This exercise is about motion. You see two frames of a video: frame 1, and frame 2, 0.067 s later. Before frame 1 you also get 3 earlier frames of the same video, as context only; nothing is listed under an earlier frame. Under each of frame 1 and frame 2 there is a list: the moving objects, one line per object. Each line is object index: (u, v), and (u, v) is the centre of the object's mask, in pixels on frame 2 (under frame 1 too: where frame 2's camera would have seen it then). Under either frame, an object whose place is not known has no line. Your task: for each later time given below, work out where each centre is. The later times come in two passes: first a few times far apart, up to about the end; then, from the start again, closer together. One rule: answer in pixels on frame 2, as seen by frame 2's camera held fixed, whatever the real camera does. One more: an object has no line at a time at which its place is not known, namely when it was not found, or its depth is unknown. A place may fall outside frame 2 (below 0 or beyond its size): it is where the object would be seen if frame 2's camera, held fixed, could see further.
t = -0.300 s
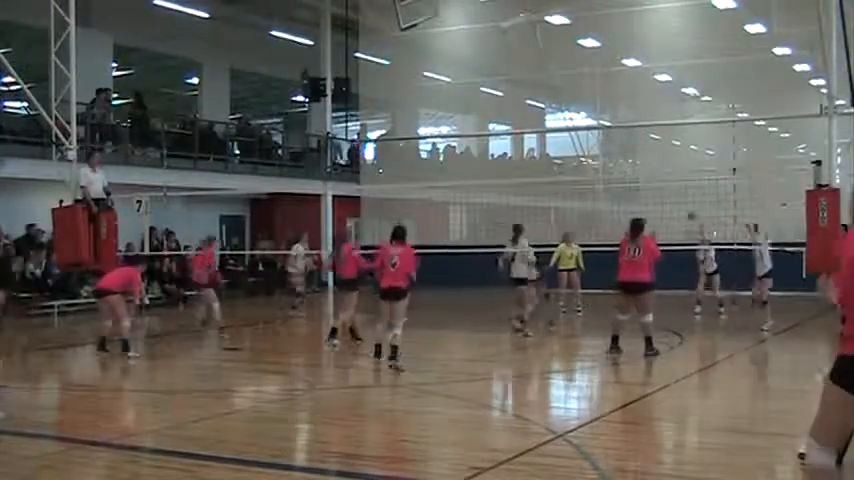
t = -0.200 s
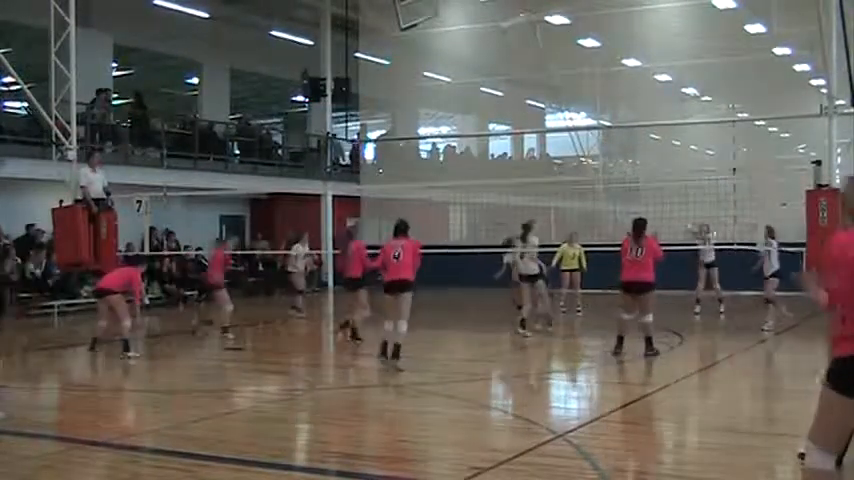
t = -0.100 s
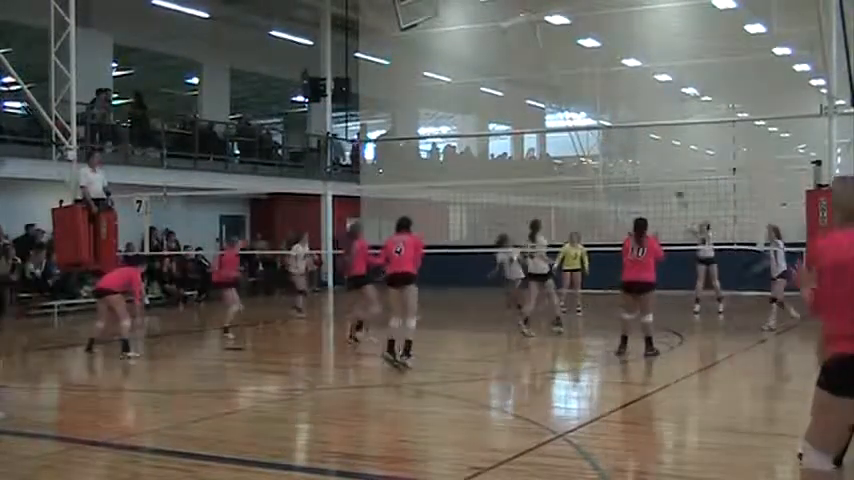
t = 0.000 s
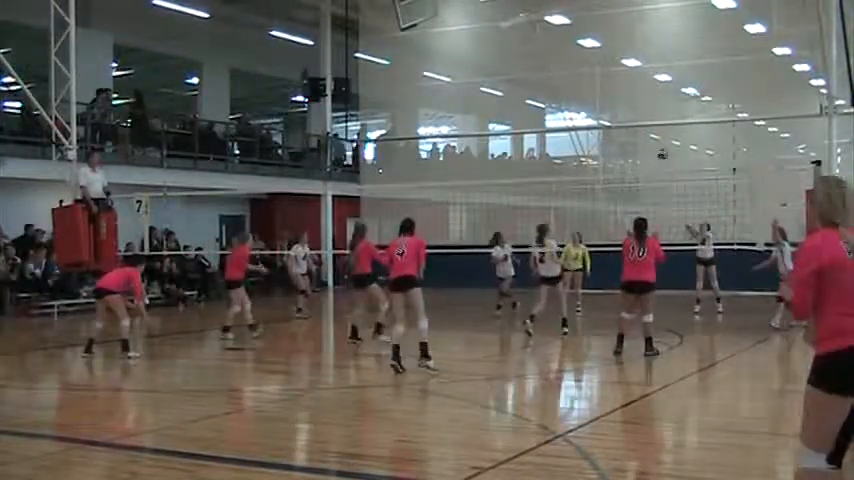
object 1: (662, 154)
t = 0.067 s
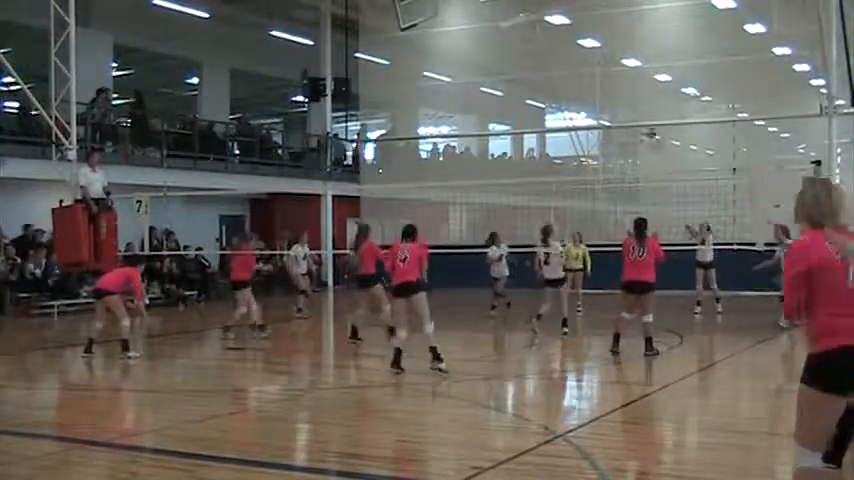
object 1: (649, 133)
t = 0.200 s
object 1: (630, 98)
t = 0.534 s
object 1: (575, 51)
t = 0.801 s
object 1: (534, 58)
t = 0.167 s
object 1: (633, 103)
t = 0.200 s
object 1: (630, 98)
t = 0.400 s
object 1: (595, 59)
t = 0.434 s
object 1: (594, 59)
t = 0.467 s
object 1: (585, 54)
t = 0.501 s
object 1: (581, 53)
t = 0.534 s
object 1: (575, 51)
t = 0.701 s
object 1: (551, 56)
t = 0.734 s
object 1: (542, 56)
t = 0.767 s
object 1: (537, 55)
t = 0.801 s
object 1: (534, 58)
